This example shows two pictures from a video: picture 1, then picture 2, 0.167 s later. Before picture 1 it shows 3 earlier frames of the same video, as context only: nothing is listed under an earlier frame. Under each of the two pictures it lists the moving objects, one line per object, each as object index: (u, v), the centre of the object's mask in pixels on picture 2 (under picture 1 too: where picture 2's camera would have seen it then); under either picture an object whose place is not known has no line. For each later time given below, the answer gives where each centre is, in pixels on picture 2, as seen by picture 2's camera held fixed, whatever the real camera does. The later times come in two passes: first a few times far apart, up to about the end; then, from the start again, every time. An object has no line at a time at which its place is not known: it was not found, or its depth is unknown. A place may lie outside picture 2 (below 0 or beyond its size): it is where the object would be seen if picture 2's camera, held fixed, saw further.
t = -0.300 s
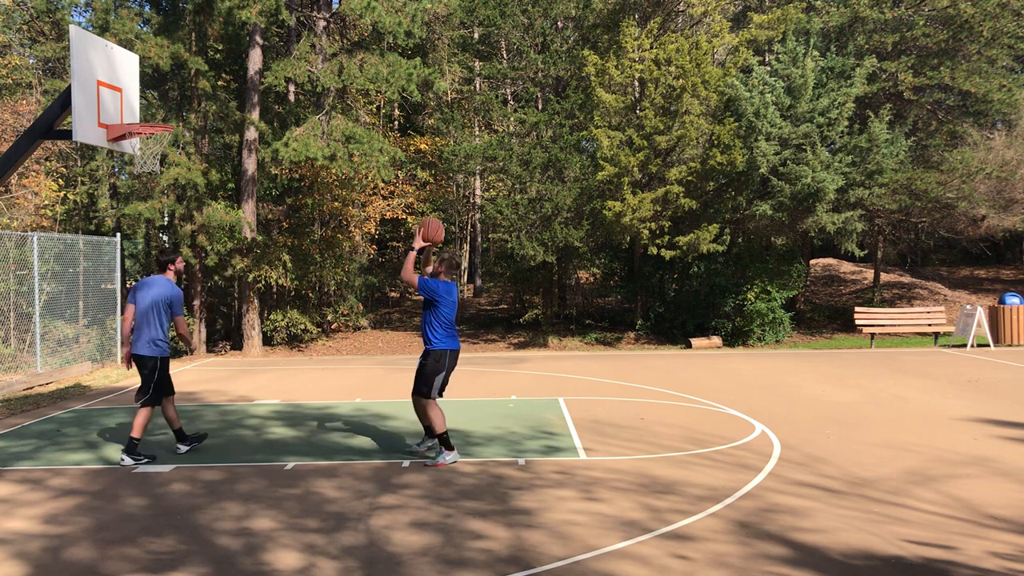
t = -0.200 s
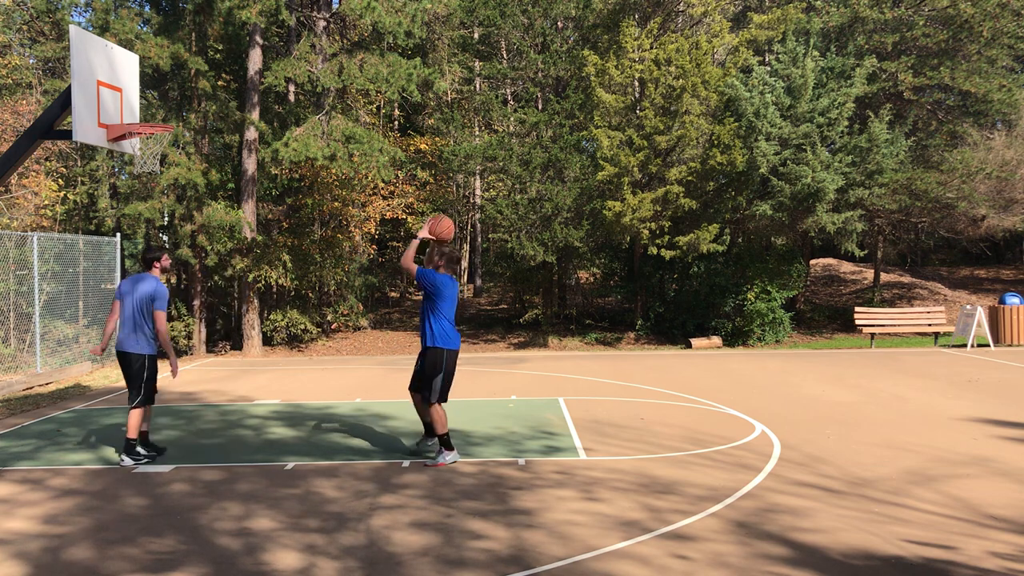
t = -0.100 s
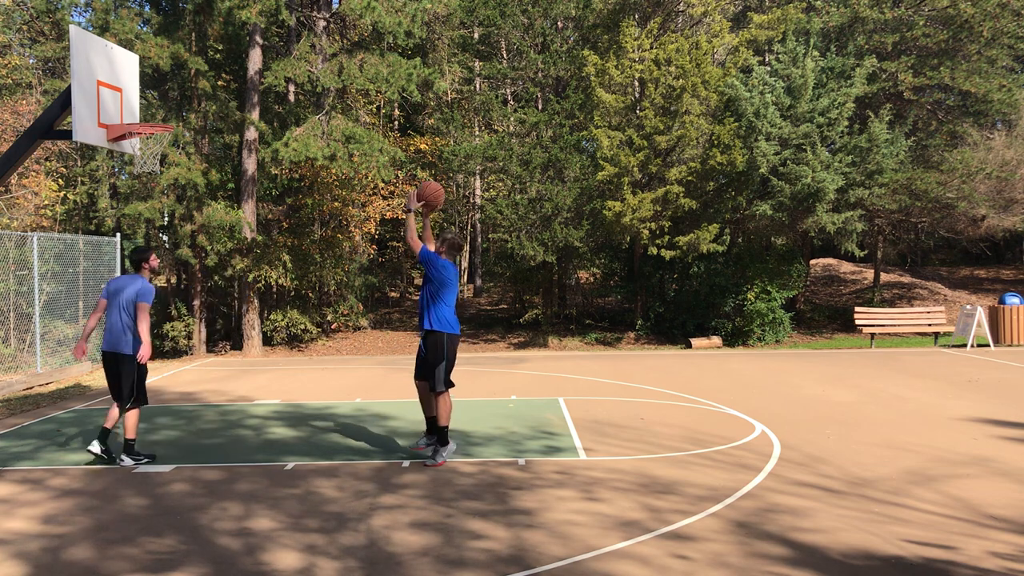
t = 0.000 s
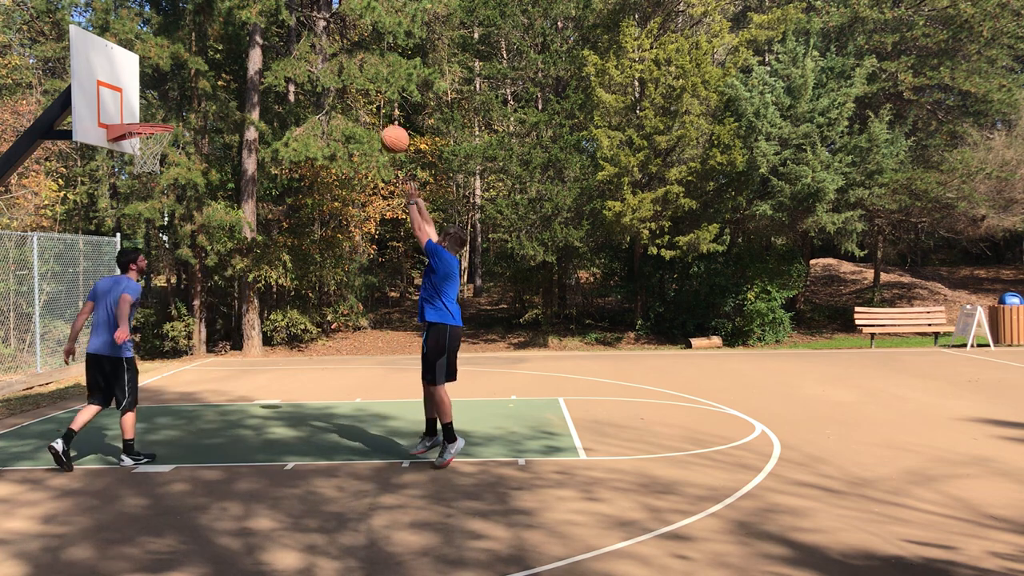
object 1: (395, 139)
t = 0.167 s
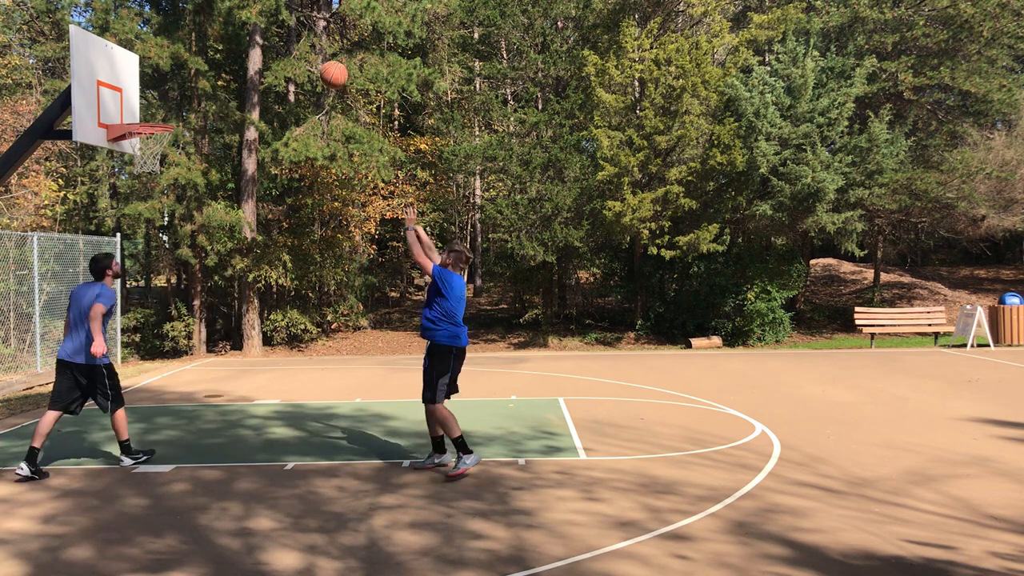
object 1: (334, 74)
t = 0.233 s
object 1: (311, 58)
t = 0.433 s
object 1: (249, 41)
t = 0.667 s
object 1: (185, 73)
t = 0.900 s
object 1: (141, 105)
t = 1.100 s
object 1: (127, 85)
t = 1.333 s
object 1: (108, 116)
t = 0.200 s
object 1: (322, 65)
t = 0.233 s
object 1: (311, 58)
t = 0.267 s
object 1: (300, 52)
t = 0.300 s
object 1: (289, 47)
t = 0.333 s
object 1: (280, 44)
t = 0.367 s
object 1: (269, 42)
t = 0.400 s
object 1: (259, 41)
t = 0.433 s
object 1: (249, 41)
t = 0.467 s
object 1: (239, 42)
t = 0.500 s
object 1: (230, 45)
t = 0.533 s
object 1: (221, 48)
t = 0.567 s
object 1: (211, 52)
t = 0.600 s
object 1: (202, 59)
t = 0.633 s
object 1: (193, 65)
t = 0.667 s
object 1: (185, 73)
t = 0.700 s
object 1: (176, 81)
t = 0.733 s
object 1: (168, 91)
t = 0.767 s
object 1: (160, 101)
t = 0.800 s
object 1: (152, 111)
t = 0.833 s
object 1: (146, 116)
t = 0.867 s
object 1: (143, 111)
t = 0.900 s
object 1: (141, 105)
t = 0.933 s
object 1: (139, 99)
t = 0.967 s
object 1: (136, 94)
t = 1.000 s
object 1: (134, 90)
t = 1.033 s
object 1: (132, 87)
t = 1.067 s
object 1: (129, 86)
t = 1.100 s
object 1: (127, 85)
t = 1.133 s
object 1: (124, 86)
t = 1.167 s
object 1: (122, 87)
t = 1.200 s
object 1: (119, 90)
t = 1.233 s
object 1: (117, 95)
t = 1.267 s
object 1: (114, 101)
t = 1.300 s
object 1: (111, 108)
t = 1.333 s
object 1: (108, 116)
